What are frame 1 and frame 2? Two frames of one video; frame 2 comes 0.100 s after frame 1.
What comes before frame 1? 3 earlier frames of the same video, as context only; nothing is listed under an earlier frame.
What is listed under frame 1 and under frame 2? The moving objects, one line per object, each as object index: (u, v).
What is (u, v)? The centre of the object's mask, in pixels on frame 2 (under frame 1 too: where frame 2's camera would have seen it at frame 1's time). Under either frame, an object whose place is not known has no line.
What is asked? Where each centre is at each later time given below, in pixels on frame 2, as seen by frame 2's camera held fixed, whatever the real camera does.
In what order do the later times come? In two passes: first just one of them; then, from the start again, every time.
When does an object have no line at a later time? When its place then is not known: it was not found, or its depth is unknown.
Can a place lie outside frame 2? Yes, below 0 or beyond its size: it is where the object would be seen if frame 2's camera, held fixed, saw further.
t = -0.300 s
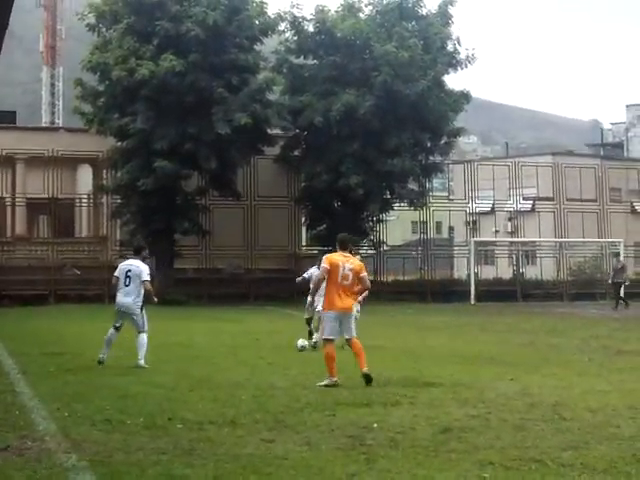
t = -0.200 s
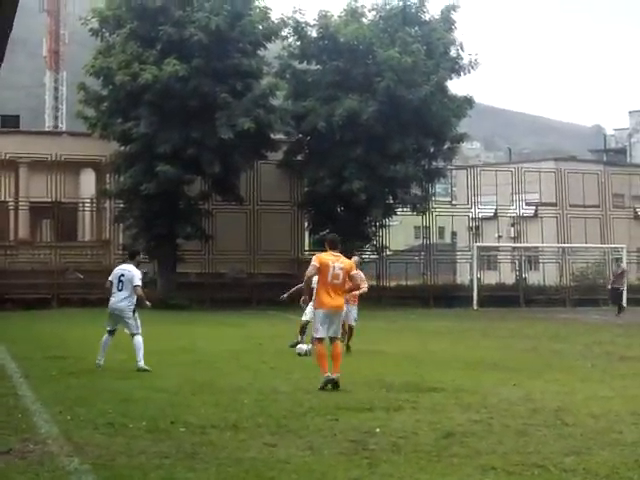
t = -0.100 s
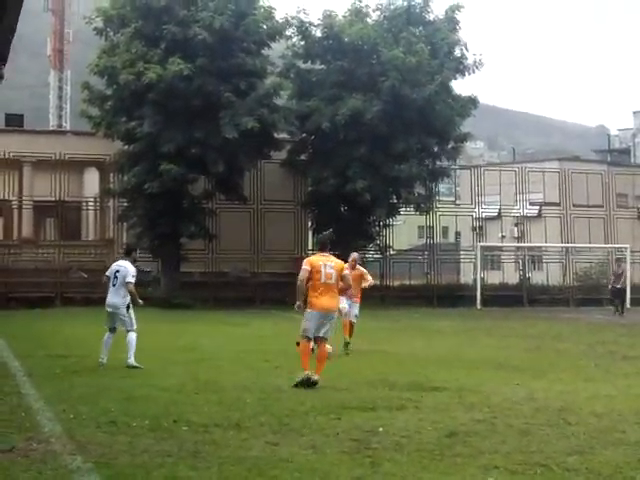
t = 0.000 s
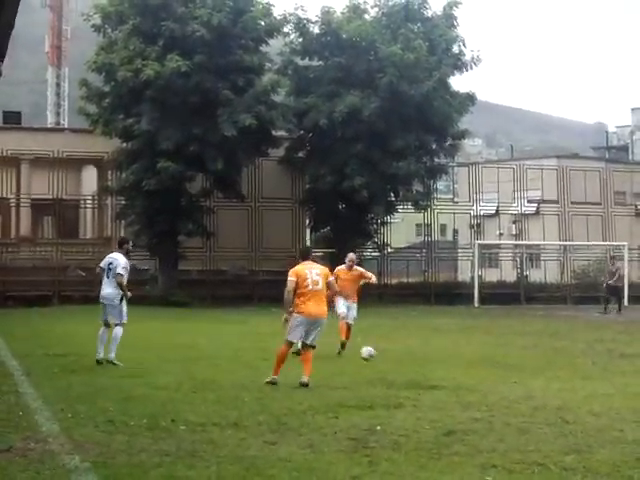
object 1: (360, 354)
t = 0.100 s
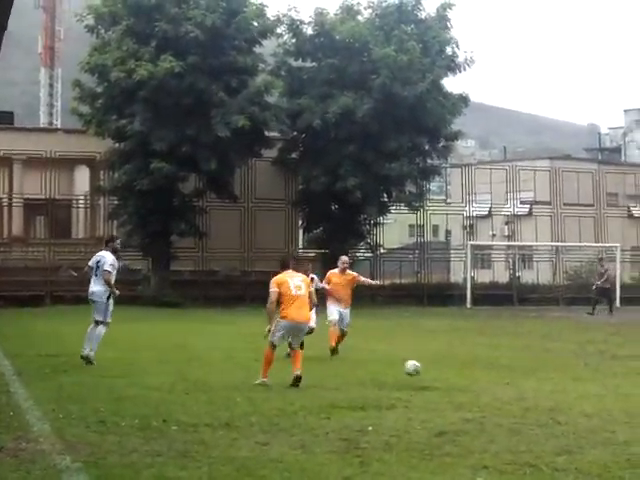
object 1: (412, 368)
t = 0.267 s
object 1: (505, 357)
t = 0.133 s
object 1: (430, 367)
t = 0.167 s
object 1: (448, 363)
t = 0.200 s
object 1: (466, 360)
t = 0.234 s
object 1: (485, 358)
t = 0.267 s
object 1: (505, 357)
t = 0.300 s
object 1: (527, 356)
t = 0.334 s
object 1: (549, 358)
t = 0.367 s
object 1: (572, 360)
